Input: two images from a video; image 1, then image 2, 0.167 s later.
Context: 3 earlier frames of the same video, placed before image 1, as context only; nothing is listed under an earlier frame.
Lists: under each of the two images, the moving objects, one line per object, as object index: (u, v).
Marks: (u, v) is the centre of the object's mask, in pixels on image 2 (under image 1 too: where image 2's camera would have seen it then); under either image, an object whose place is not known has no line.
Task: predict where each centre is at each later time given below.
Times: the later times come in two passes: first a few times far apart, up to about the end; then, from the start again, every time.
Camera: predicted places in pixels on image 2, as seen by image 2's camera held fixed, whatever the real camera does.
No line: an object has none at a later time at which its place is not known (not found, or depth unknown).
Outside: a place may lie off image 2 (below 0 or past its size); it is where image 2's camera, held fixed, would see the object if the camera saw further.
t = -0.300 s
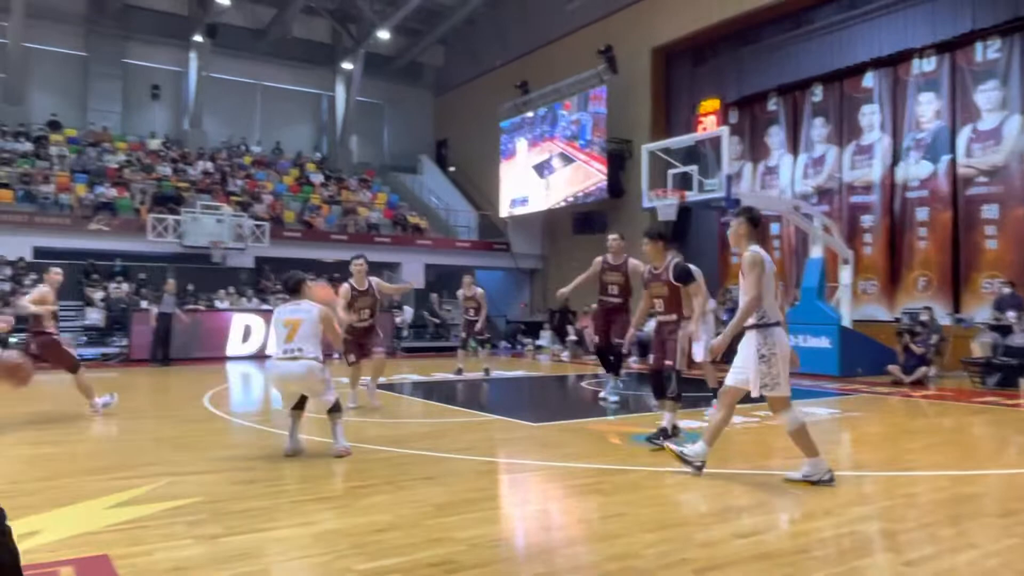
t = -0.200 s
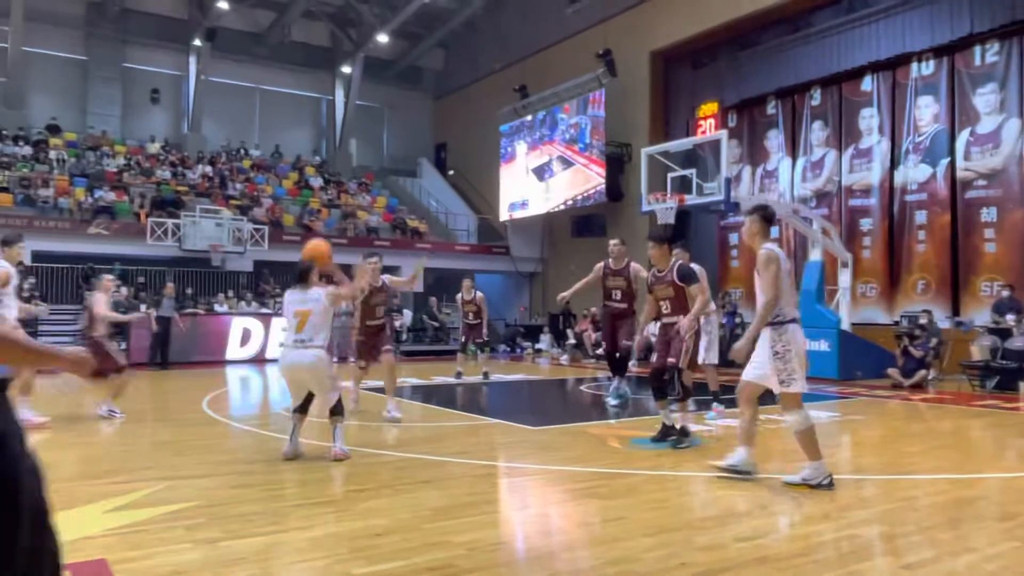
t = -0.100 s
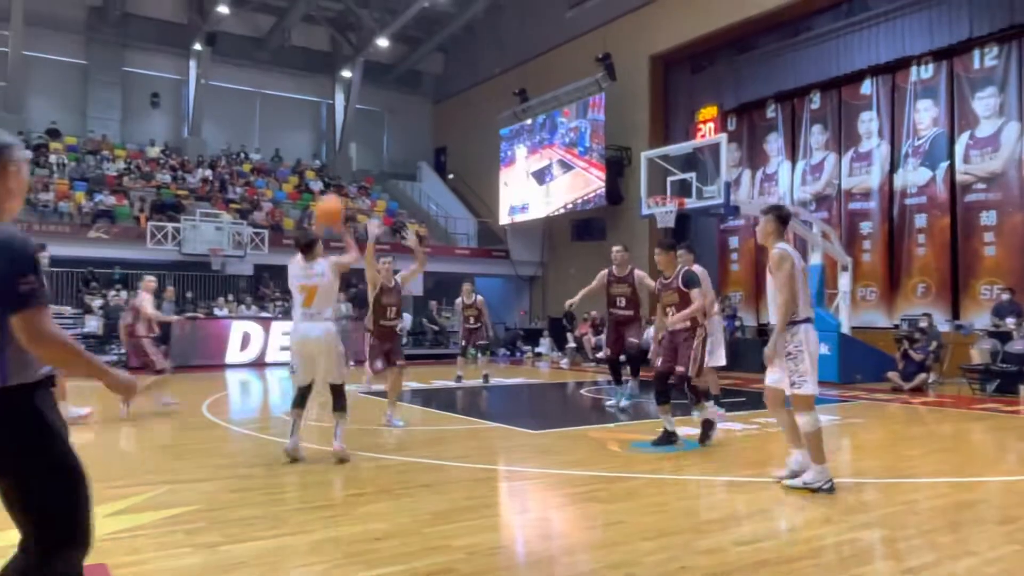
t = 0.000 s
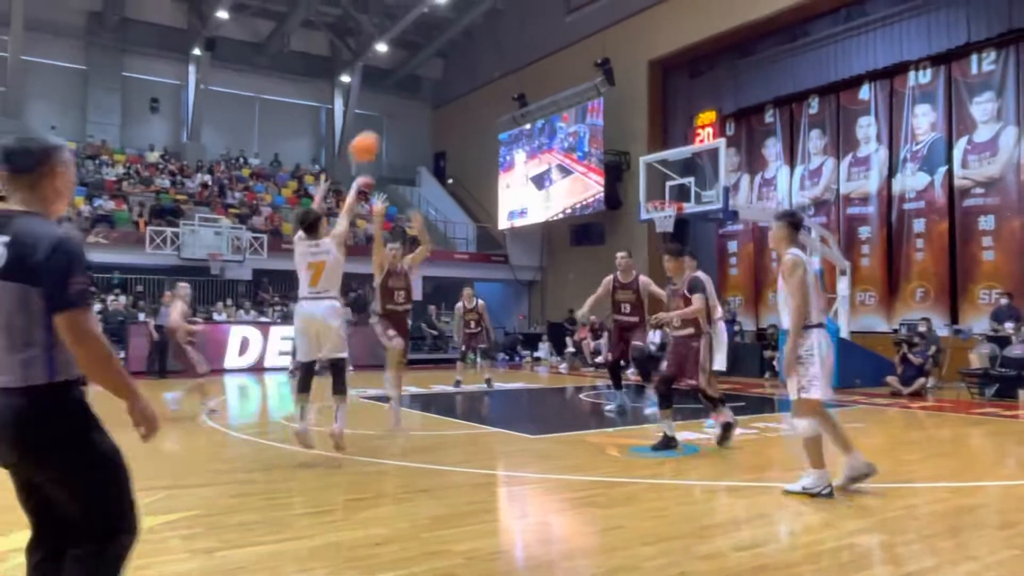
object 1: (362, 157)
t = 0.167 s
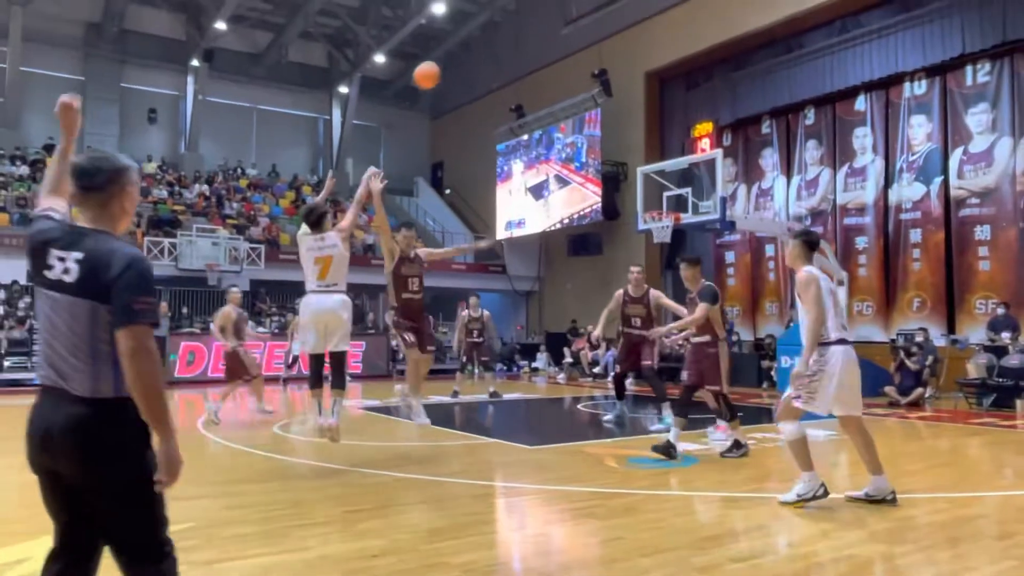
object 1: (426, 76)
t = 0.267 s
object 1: (459, 45)
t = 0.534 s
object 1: (529, 19)
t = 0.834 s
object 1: (589, 54)
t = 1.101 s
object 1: (634, 128)
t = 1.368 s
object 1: (664, 219)
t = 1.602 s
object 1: (647, 220)
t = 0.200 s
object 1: (437, 64)
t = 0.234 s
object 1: (449, 54)
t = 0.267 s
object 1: (459, 45)
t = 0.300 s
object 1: (469, 38)
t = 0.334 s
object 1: (478, 32)
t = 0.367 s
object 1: (488, 27)
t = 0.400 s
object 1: (497, 24)
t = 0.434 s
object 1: (505, 21)
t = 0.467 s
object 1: (513, 19)
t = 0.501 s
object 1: (521, 19)
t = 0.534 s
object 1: (529, 19)
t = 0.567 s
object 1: (536, 19)
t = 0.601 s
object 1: (544, 21)
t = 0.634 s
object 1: (551, 24)
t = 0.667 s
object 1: (558, 27)
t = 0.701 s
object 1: (564, 31)
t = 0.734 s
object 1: (571, 35)
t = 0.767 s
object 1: (577, 41)
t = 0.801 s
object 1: (584, 47)
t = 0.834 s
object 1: (589, 54)
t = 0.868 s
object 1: (596, 62)
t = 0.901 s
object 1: (601, 69)
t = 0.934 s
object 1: (606, 77)
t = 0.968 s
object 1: (612, 86)
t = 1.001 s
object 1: (618, 95)
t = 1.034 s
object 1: (623, 105)
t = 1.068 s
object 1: (628, 116)
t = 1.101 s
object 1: (634, 128)
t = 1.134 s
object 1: (638, 138)
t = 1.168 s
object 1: (643, 150)
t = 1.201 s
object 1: (647, 161)
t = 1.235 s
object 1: (652, 177)
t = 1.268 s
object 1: (656, 186)
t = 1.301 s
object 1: (662, 202)
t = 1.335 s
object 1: (664, 213)
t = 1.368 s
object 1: (664, 219)
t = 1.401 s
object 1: (659, 222)
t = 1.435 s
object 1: (658, 223)
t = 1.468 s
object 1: (656, 227)
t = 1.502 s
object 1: (653, 227)
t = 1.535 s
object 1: (645, 223)
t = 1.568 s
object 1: (647, 221)
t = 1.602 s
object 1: (647, 220)
